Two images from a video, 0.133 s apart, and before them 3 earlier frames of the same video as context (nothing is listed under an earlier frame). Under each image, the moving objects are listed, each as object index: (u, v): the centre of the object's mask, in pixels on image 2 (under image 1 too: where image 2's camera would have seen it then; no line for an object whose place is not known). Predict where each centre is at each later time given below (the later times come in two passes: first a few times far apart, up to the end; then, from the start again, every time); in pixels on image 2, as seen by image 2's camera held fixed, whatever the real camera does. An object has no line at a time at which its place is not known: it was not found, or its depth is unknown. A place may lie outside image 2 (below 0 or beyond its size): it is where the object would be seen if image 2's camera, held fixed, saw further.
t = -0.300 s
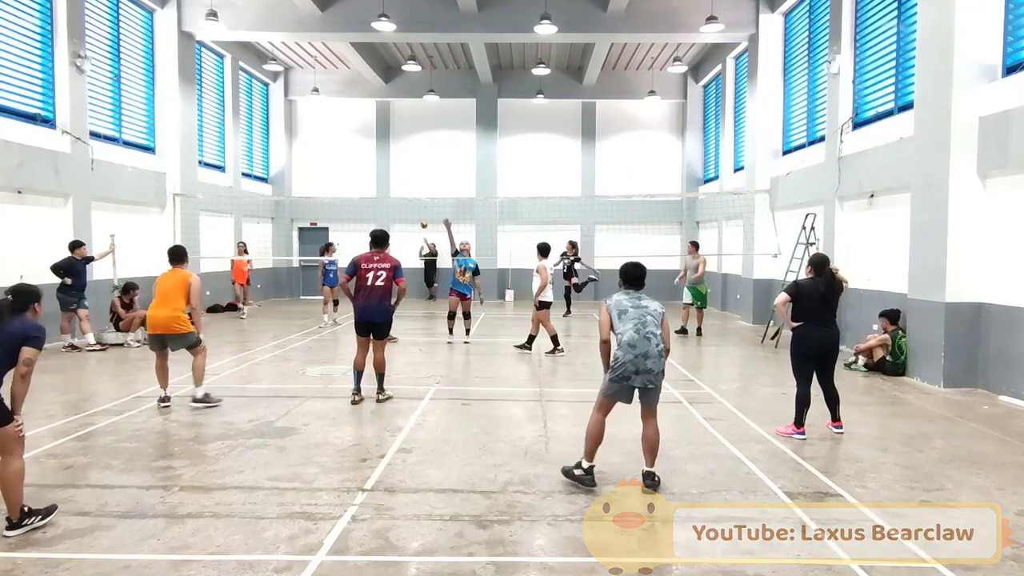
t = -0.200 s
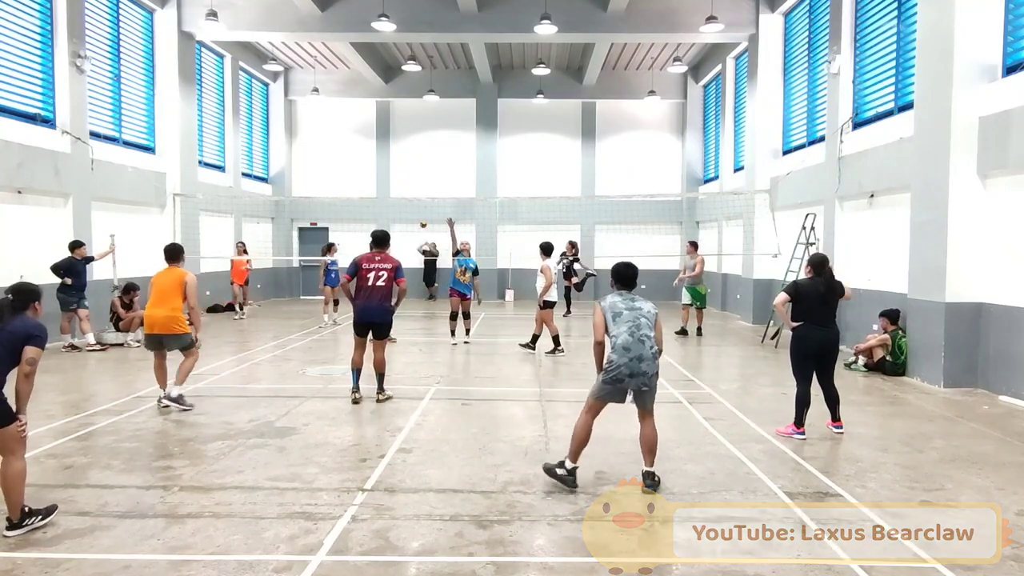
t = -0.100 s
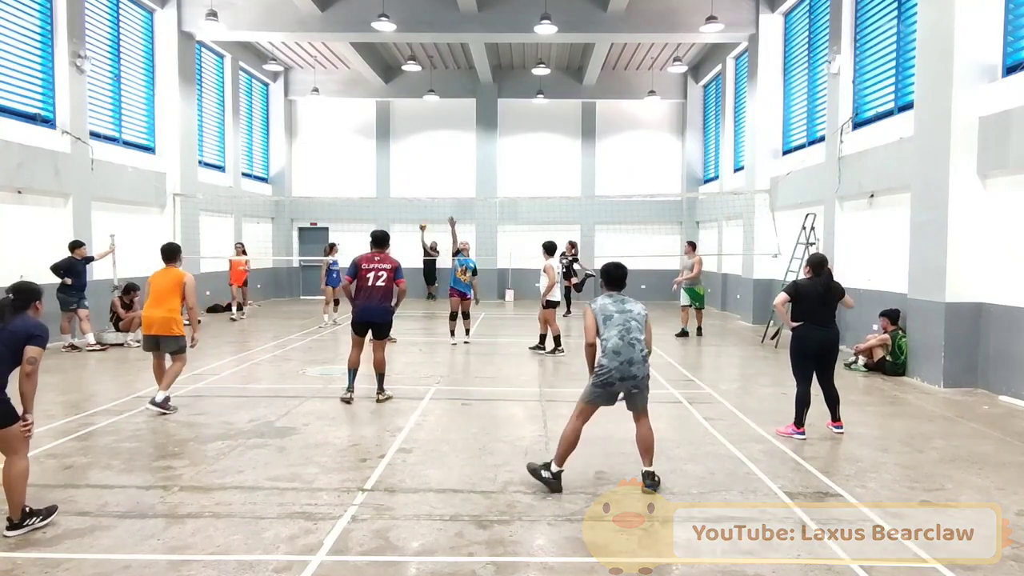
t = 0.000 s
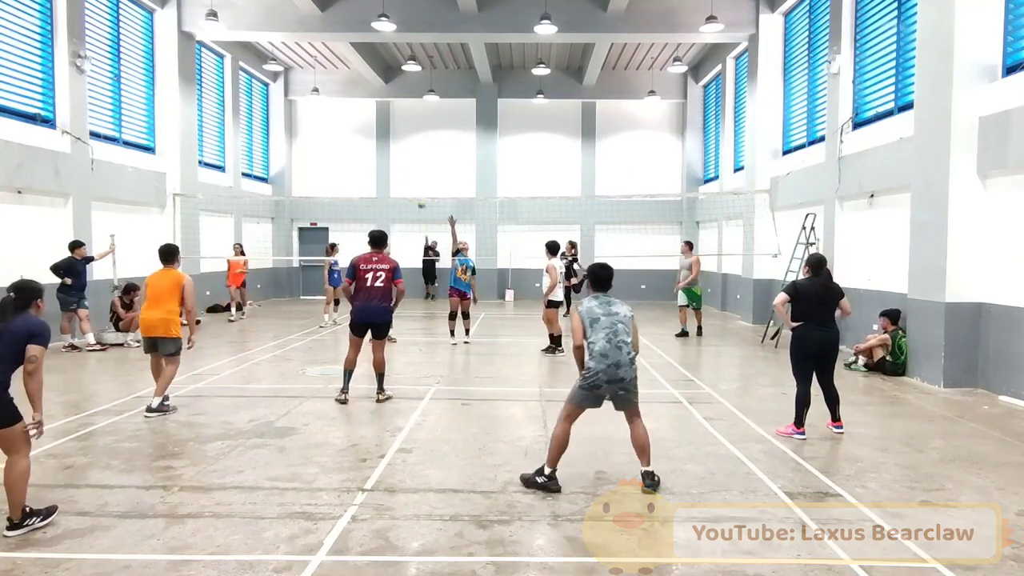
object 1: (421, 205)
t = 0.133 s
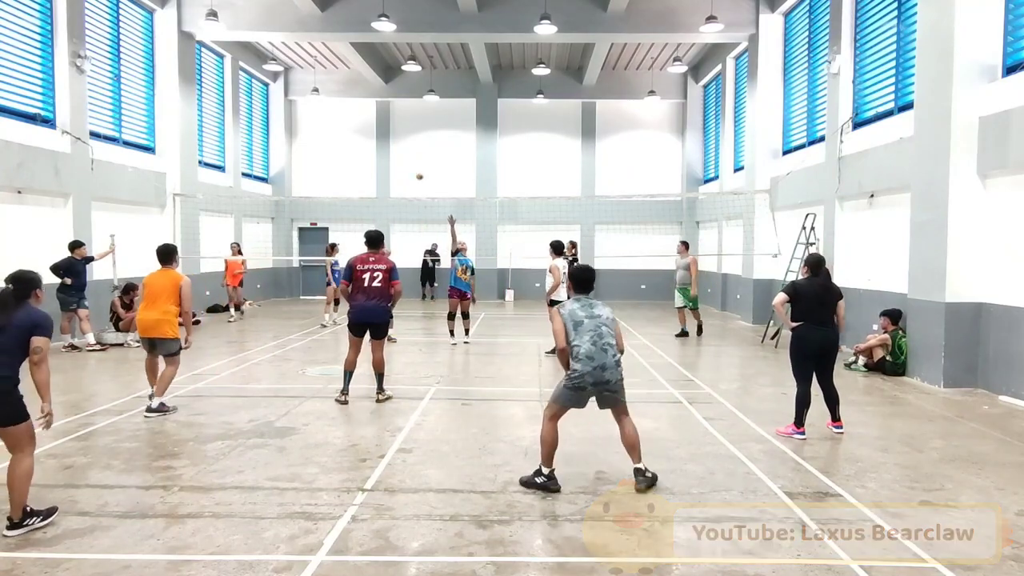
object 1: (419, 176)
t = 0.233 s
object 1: (419, 157)
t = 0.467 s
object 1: (415, 119)
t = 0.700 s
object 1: (410, 102)
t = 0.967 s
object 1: (401, 118)
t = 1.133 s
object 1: (396, 163)
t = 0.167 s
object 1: (419, 170)
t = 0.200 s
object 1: (419, 163)
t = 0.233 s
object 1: (419, 157)
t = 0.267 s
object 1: (418, 151)
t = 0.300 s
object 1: (418, 145)
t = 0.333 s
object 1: (418, 139)
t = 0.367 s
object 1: (417, 133)
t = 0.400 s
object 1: (417, 128)
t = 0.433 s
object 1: (416, 124)
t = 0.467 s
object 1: (415, 119)
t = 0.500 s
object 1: (415, 115)
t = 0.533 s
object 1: (414, 112)
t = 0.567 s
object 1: (413, 109)
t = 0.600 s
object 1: (412, 107)
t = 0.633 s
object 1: (411, 105)
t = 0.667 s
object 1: (410, 103)
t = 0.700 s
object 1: (410, 102)
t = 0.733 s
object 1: (409, 102)
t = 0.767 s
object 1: (408, 102)
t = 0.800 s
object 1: (406, 101)
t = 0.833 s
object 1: (405, 103)
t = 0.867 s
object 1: (405, 108)
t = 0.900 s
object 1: (404, 111)
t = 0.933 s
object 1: (403, 115)
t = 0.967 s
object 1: (401, 118)
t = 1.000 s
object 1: (398, 125)
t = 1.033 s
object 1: (396, 132)
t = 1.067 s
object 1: (399, 141)
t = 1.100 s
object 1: (397, 152)
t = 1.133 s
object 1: (396, 163)
